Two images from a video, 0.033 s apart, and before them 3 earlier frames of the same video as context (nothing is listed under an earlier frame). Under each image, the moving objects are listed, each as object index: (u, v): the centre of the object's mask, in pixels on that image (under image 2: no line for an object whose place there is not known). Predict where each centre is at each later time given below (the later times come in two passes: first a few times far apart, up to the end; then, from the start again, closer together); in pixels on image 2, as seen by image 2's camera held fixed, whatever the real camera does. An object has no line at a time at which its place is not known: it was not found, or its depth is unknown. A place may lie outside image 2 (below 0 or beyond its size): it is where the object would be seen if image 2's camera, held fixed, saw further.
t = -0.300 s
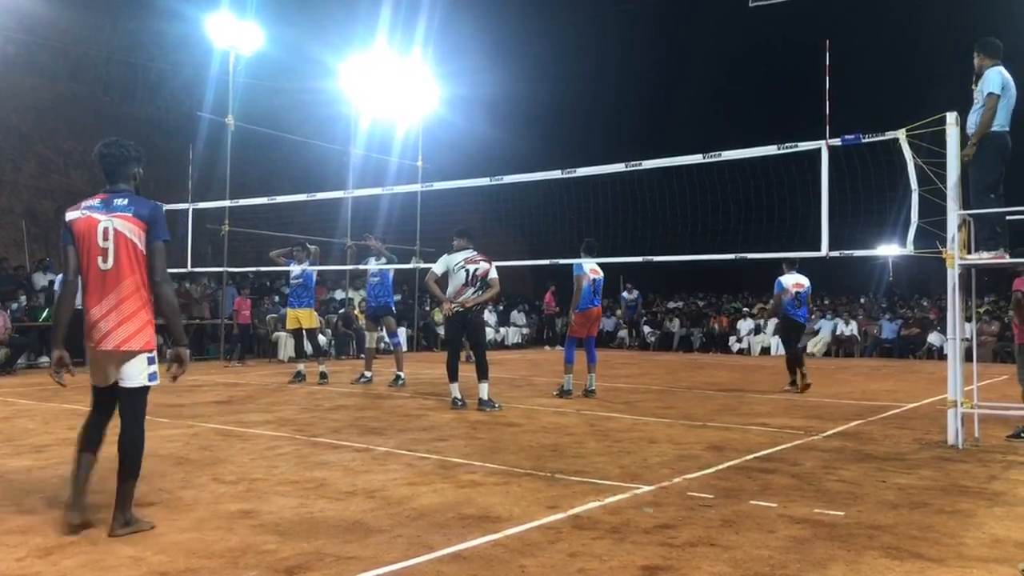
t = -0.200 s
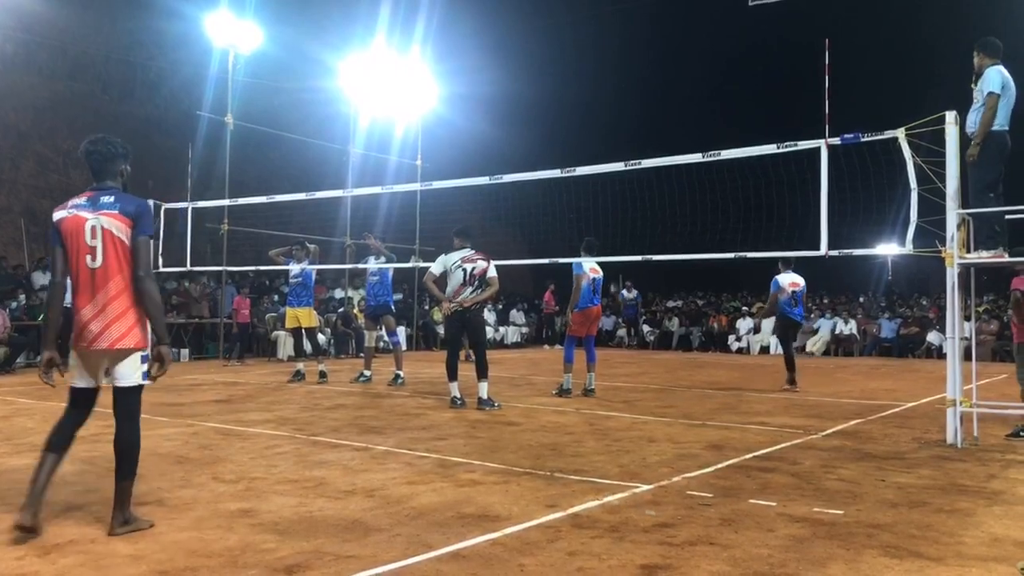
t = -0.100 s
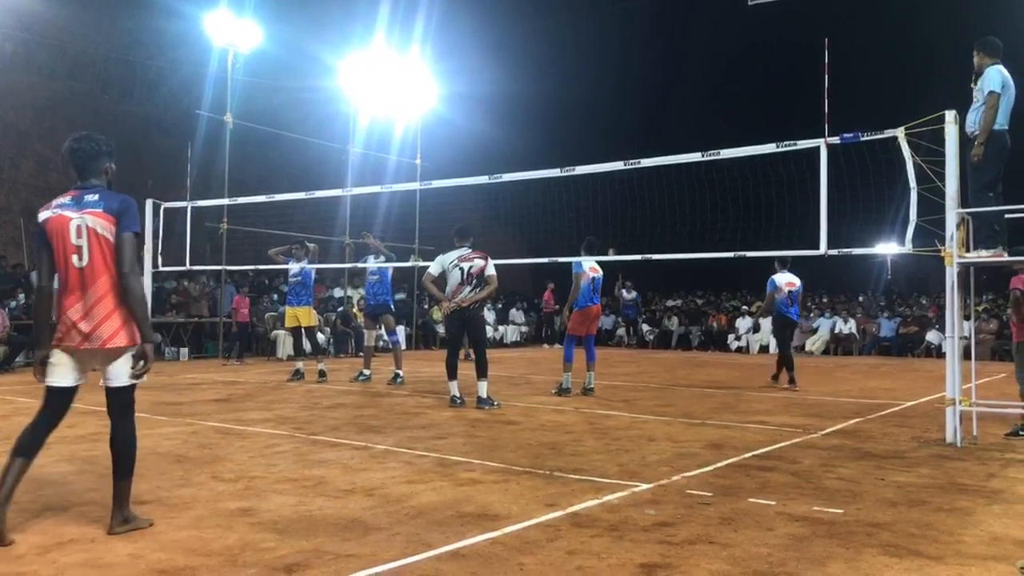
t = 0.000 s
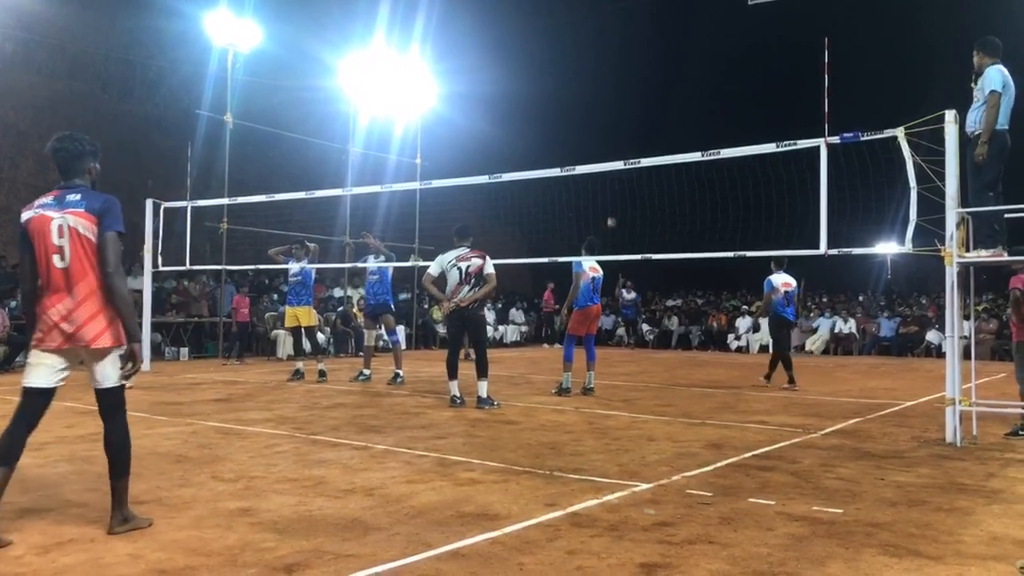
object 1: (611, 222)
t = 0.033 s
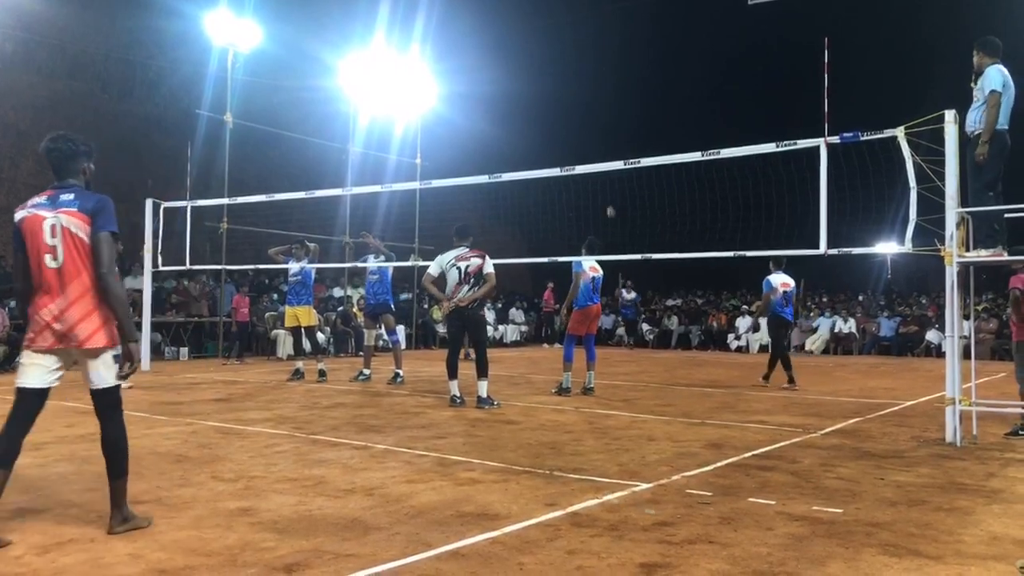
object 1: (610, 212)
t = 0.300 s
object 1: (607, 153)
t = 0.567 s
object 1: (603, 123)
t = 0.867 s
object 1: (598, 125)
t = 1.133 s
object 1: (593, 160)
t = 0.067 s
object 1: (610, 203)
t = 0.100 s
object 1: (610, 195)
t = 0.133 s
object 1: (609, 187)
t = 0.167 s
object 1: (609, 179)
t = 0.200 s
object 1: (608, 174)
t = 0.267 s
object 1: (607, 158)
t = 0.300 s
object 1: (607, 153)
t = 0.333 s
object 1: (606, 148)
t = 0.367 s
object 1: (607, 143)
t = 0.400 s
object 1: (605, 139)
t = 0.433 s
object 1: (605, 134)
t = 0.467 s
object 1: (605, 131)
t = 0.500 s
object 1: (604, 128)
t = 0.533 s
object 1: (603, 125)
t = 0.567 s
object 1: (603, 123)
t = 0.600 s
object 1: (602, 122)
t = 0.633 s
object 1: (602, 120)
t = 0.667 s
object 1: (601, 119)
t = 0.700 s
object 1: (600, 119)
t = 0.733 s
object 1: (600, 119)
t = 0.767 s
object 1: (599, 120)
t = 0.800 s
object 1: (599, 122)
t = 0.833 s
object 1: (598, 123)
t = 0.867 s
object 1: (598, 125)
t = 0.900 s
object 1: (597, 128)
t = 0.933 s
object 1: (596, 131)
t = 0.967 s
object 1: (596, 135)
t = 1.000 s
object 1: (595, 139)
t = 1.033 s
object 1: (595, 143)
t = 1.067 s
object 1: (594, 149)
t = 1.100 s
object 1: (593, 155)
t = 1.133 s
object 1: (593, 160)
